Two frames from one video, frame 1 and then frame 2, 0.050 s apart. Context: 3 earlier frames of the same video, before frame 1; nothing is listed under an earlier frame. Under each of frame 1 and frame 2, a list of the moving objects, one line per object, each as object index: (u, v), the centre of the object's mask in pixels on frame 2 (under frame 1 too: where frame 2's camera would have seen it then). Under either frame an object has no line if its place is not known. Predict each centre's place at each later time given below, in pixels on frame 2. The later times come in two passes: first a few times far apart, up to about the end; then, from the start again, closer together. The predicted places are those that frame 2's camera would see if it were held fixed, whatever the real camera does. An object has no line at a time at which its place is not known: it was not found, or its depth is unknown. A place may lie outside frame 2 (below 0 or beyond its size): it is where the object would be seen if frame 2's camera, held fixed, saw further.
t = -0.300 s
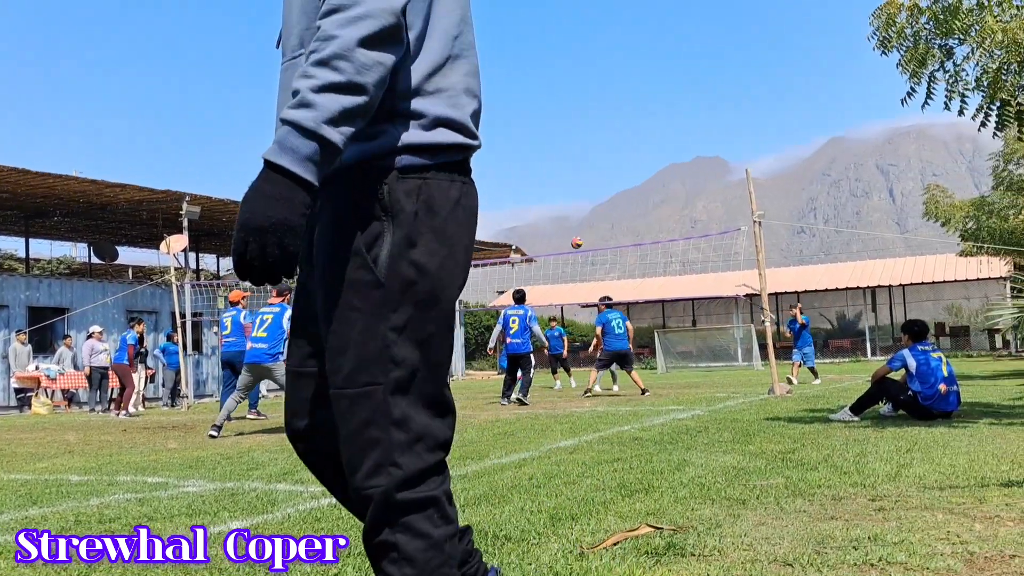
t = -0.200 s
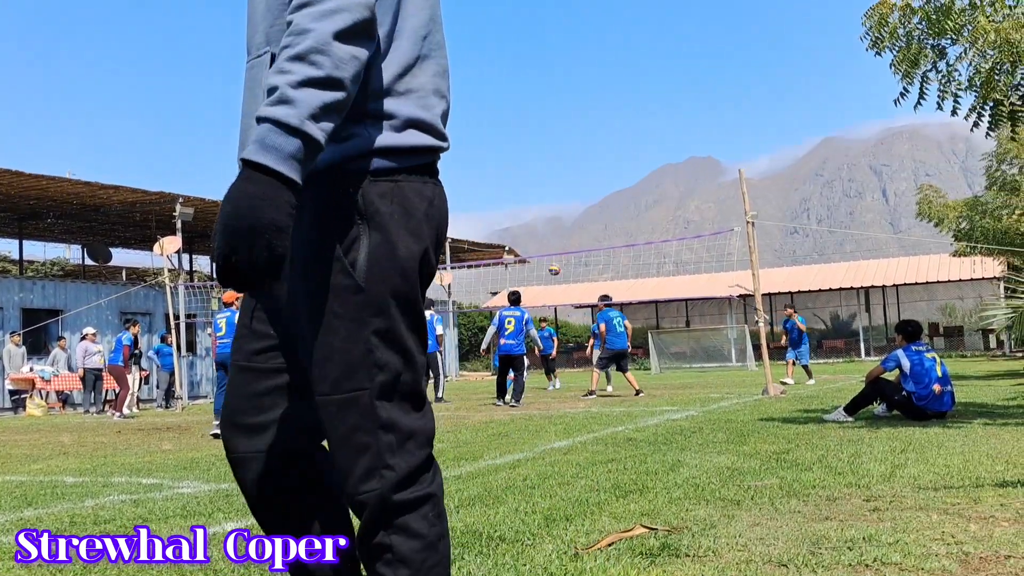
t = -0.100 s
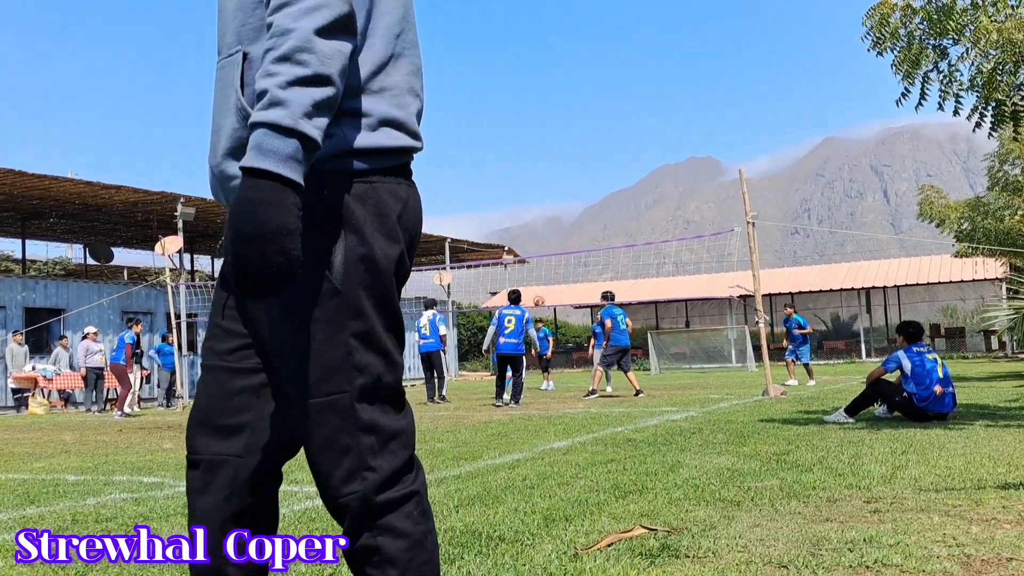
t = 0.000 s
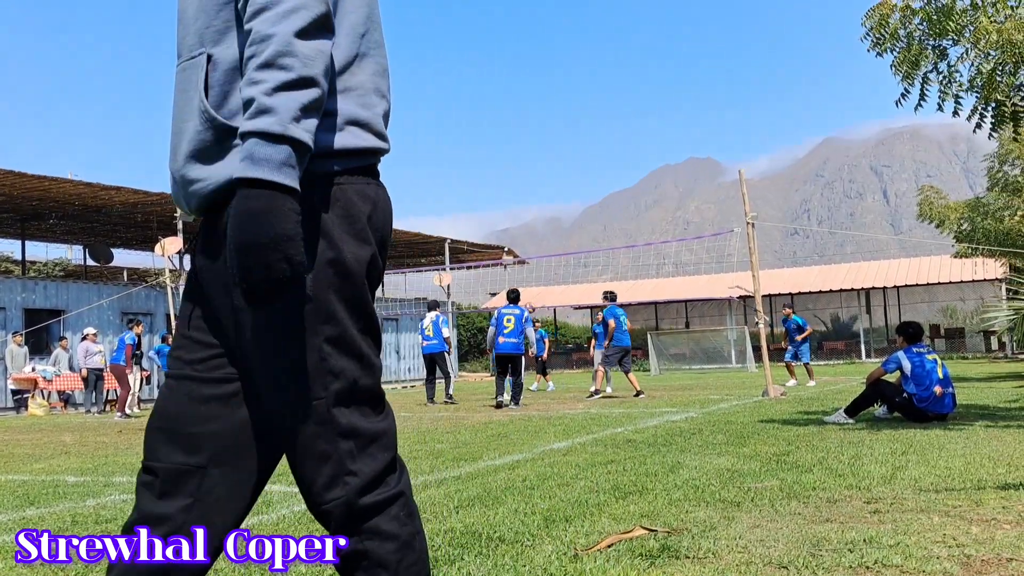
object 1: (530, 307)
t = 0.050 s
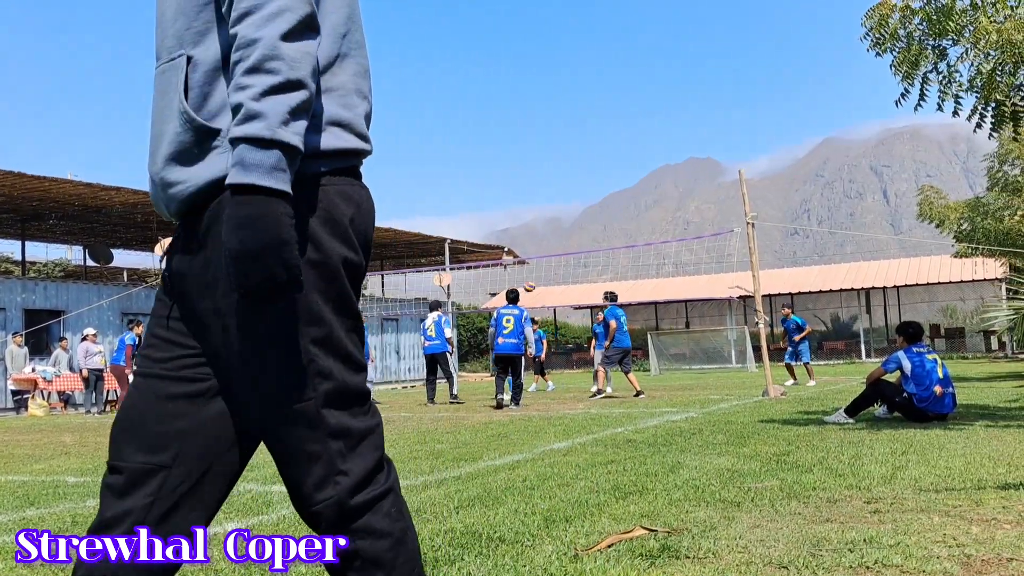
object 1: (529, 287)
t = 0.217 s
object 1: (528, 226)
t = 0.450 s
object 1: (528, 167)
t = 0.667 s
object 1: (529, 138)
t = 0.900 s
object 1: (532, 137)
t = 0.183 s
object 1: (528, 237)
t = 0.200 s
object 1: (529, 232)
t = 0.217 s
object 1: (528, 226)
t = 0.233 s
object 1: (528, 221)
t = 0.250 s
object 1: (528, 216)
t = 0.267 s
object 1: (528, 211)
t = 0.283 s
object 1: (528, 206)
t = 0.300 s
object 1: (528, 202)
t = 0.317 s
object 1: (528, 197)
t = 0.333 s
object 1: (528, 193)
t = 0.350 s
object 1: (528, 189)
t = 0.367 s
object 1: (528, 185)
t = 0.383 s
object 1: (528, 181)
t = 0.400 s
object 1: (528, 177)
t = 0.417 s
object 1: (528, 174)
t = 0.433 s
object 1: (528, 170)
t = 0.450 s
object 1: (528, 167)
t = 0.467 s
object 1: (528, 164)
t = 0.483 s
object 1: (528, 161)
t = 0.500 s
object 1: (528, 158)
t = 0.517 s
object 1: (528, 156)
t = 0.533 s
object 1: (528, 153)
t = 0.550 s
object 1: (528, 150)
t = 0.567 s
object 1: (528, 148)
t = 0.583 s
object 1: (528, 146)
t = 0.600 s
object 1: (529, 144)
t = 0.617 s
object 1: (529, 142)
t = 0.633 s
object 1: (529, 141)
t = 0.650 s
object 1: (529, 140)
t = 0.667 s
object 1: (529, 138)
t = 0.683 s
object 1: (529, 137)
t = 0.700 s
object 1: (530, 136)
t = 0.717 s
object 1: (530, 135)
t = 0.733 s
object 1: (530, 135)
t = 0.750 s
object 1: (530, 135)
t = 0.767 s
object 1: (530, 134)
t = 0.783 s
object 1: (530, 134)
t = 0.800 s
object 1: (531, 134)
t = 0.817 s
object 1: (531, 134)
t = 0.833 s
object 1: (531, 135)
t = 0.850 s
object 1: (532, 135)
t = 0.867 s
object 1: (532, 136)
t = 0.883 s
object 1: (532, 136)
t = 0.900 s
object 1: (532, 137)
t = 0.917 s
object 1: (533, 138)
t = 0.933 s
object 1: (533, 140)
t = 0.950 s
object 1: (533, 141)
